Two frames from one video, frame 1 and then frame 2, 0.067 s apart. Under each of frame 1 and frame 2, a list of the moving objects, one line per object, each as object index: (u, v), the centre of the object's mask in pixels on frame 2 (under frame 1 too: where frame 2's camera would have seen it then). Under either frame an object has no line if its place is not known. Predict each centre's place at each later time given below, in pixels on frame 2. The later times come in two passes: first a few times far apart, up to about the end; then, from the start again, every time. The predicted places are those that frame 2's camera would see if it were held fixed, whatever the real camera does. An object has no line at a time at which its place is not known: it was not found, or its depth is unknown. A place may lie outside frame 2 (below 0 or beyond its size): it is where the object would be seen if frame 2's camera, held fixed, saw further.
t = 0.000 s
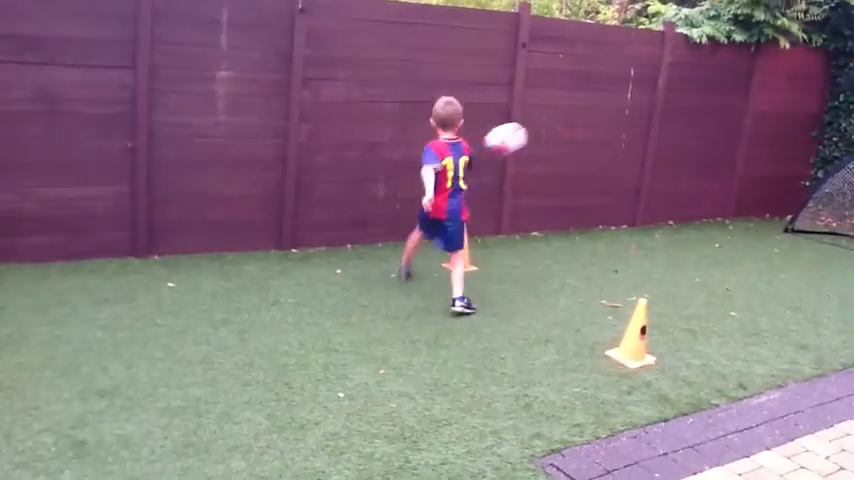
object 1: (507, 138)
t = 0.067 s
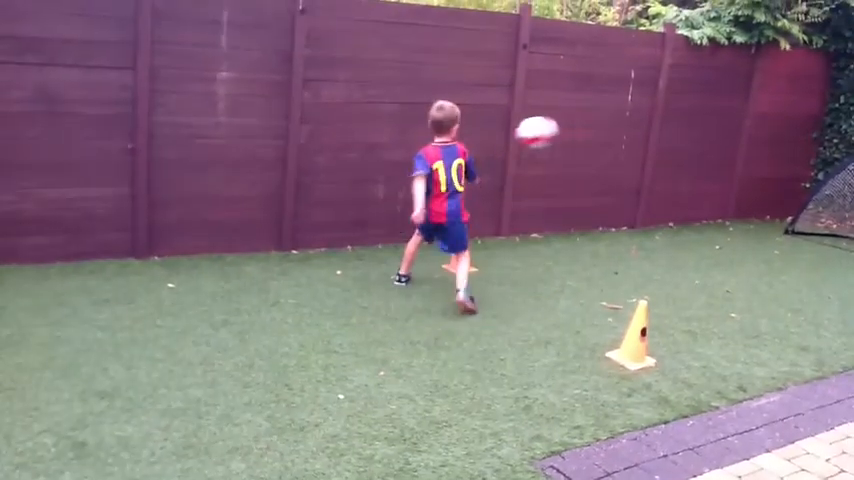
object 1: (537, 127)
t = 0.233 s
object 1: (601, 131)
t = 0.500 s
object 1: (683, 221)
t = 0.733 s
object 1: (734, 216)
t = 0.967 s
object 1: (767, 214)
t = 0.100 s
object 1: (550, 125)
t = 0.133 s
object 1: (564, 125)
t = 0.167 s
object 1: (576, 126)
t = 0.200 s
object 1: (590, 127)
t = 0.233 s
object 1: (601, 131)
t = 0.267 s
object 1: (613, 136)
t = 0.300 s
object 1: (627, 145)
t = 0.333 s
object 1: (637, 154)
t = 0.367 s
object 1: (647, 169)
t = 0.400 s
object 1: (656, 180)
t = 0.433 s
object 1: (666, 193)
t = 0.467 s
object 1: (675, 206)
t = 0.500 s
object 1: (683, 221)
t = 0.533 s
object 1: (691, 237)
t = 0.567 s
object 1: (699, 254)
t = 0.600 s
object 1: (707, 254)
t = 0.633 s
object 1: (713, 239)
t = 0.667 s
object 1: (720, 230)
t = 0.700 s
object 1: (727, 221)
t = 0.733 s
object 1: (734, 216)
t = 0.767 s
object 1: (739, 211)
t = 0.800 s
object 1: (746, 209)
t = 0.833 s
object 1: (750, 208)
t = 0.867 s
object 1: (756, 208)
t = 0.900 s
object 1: (759, 208)
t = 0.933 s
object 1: (764, 209)
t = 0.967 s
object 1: (767, 214)
